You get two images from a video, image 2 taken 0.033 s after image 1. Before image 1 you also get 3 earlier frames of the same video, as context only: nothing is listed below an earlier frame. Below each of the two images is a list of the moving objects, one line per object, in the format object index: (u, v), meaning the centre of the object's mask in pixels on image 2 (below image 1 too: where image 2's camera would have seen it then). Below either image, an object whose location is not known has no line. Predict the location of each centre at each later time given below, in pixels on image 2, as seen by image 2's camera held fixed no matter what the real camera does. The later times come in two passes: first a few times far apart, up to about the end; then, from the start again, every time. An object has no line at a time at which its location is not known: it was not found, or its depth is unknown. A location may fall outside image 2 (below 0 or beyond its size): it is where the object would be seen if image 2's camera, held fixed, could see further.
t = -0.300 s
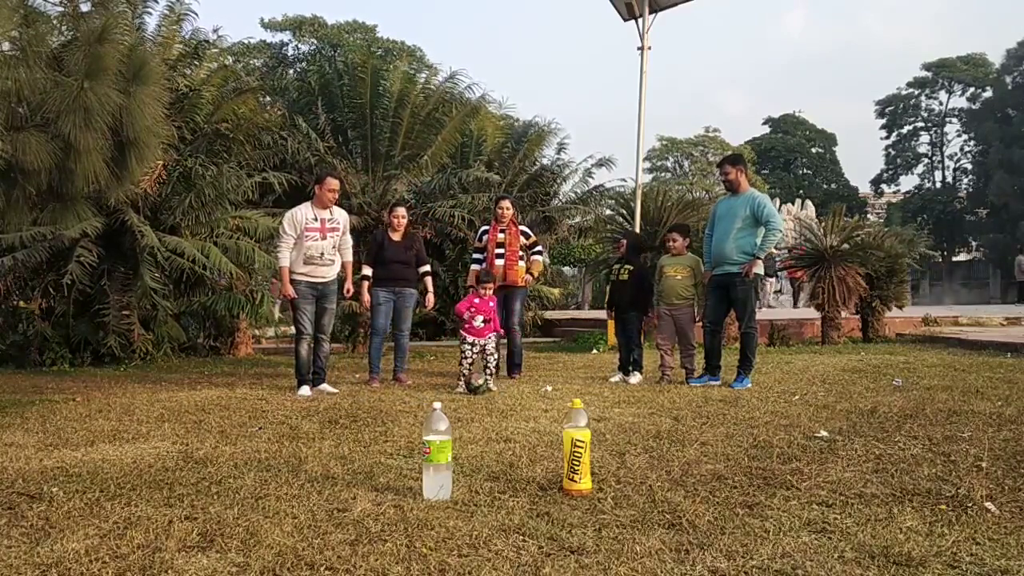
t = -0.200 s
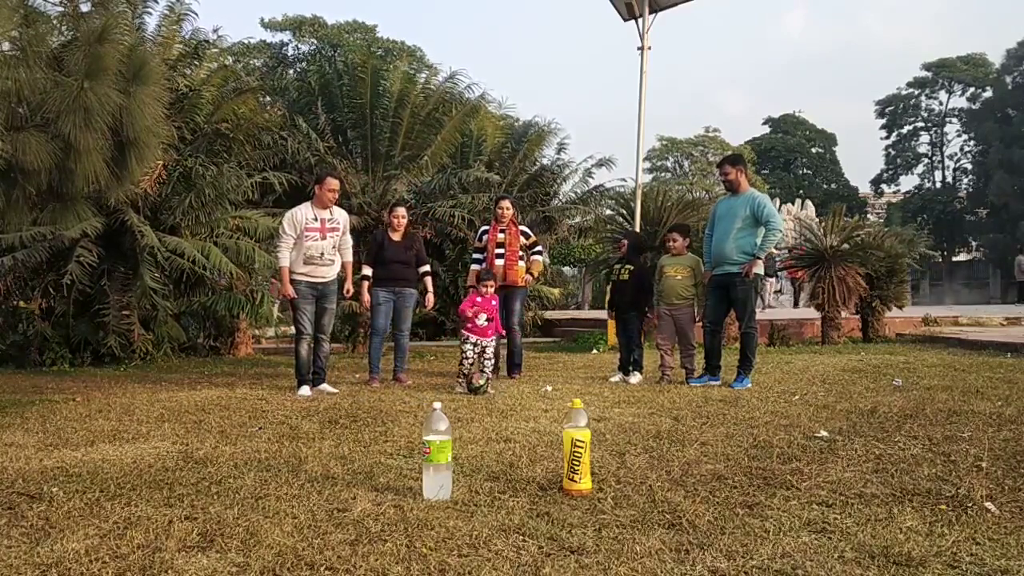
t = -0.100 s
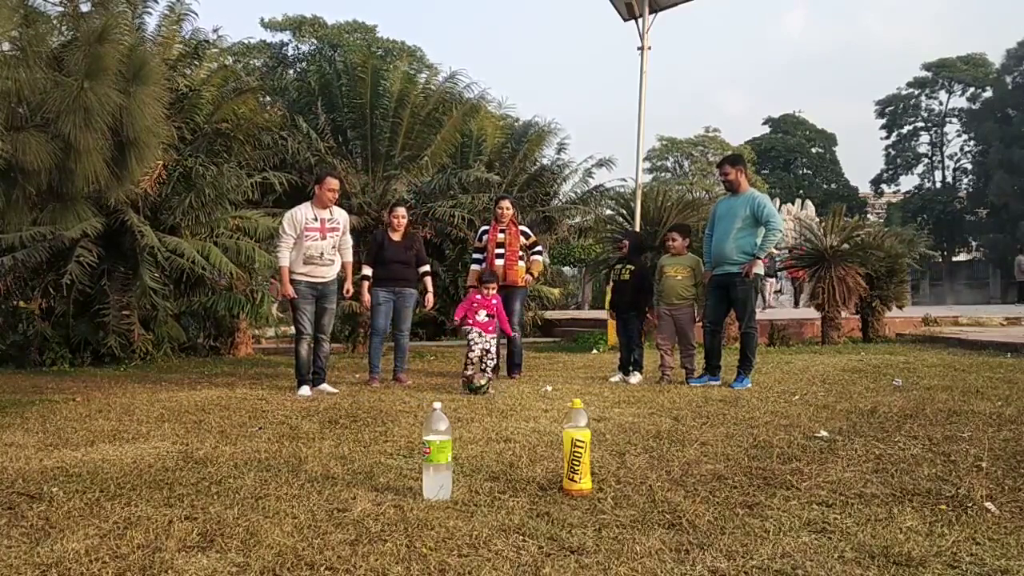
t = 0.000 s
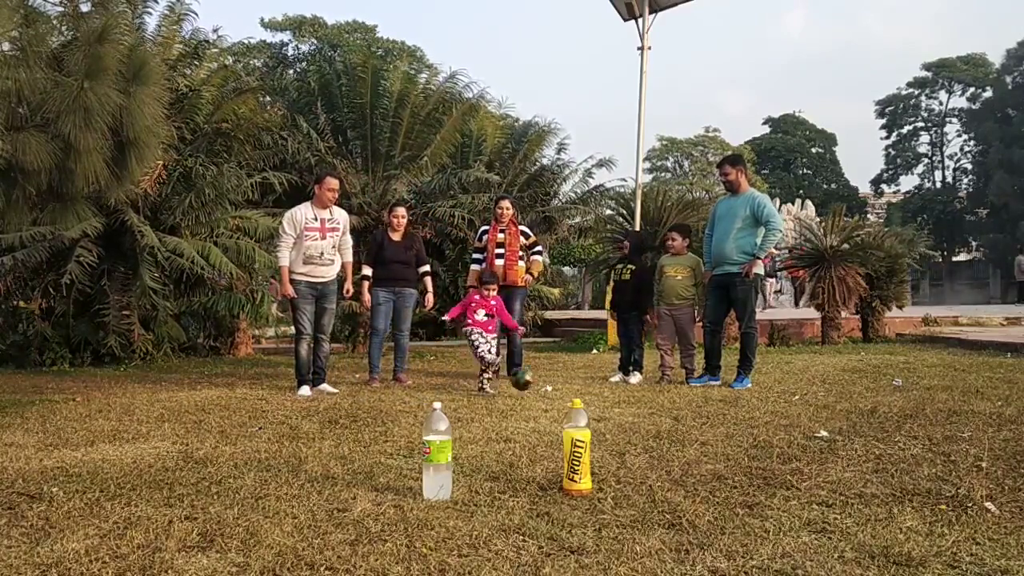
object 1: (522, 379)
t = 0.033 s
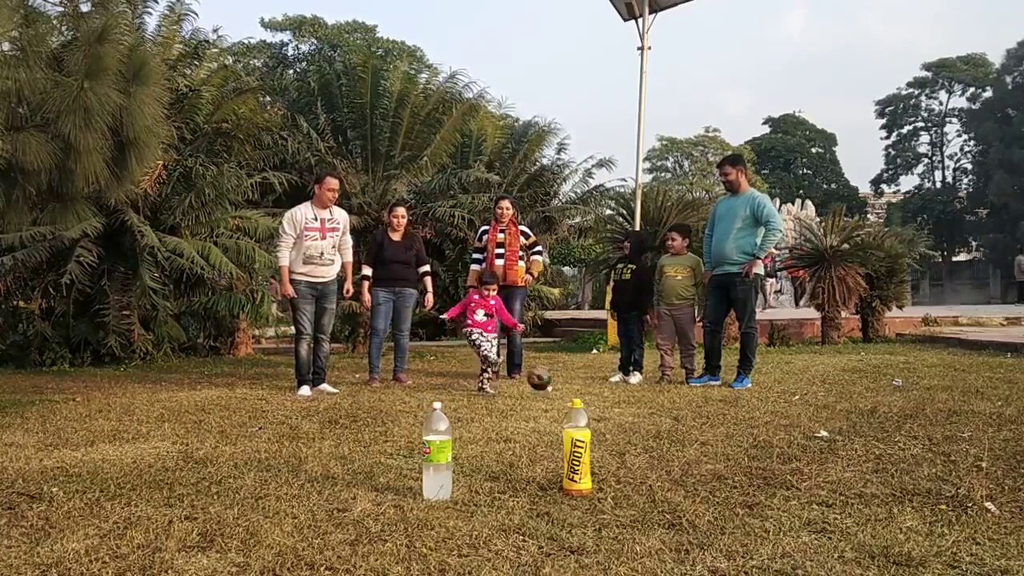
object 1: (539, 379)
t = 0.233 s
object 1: (635, 392)
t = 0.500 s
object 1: (746, 404)
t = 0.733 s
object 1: (846, 410)
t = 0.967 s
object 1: (942, 417)
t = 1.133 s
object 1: (1008, 420)
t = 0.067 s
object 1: (555, 379)
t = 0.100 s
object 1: (573, 382)
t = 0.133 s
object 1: (590, 387)
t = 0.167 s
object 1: (607, 393)
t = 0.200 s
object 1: (621, 394)
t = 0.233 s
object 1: (635, 392)
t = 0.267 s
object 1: (649, 393)
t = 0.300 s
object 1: (664, 394)
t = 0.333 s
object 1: (677, 398)
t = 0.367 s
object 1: (691, 399)
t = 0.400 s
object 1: (704, 398)
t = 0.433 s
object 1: (718, 398)
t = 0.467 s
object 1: (732, 400)
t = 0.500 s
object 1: (746, 404)
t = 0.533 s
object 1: (761, 407)
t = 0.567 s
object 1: (776, 406)
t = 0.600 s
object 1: (790, 404)
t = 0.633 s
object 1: (804, 406)
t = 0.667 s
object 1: (818, 408)
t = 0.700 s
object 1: (832, 411)
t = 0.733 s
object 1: (846, 410)
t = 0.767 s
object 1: (861, 409)
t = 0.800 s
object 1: (875, 410)
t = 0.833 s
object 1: (887, 411)
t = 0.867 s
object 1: (902, 413)
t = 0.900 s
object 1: (916, 415)
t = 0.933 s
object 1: (929, 415)
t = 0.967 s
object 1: (942, 417)
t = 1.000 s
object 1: (956, 417)
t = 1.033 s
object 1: (971, 418)
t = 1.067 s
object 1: (984, 419)
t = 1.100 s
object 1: (997, 420)
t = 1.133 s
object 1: (1008, 420)
